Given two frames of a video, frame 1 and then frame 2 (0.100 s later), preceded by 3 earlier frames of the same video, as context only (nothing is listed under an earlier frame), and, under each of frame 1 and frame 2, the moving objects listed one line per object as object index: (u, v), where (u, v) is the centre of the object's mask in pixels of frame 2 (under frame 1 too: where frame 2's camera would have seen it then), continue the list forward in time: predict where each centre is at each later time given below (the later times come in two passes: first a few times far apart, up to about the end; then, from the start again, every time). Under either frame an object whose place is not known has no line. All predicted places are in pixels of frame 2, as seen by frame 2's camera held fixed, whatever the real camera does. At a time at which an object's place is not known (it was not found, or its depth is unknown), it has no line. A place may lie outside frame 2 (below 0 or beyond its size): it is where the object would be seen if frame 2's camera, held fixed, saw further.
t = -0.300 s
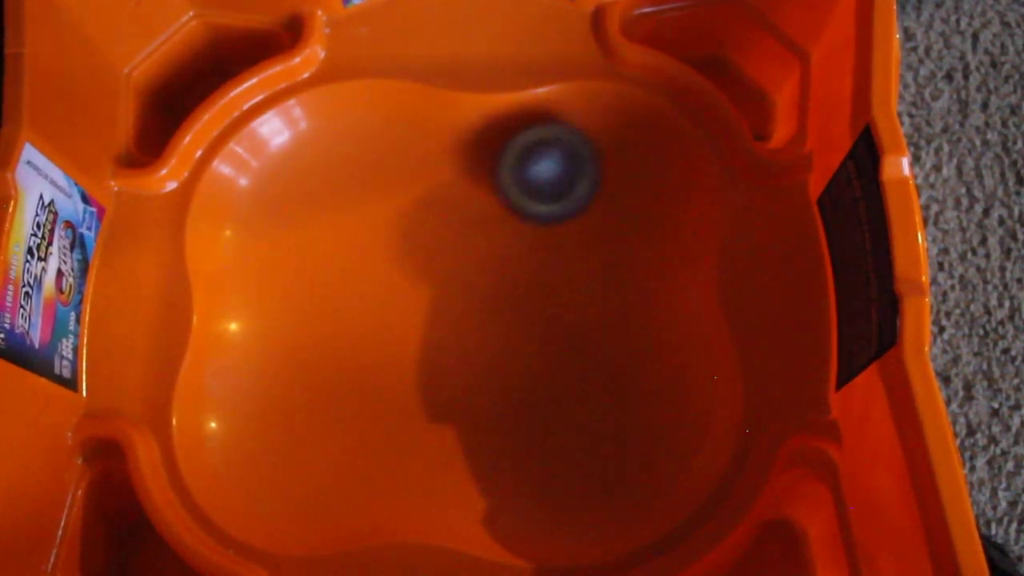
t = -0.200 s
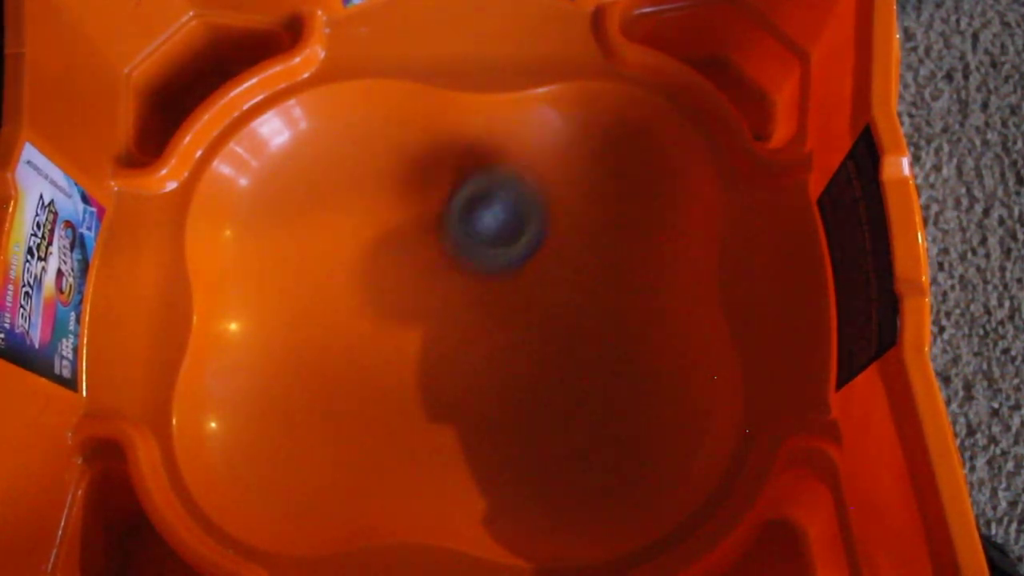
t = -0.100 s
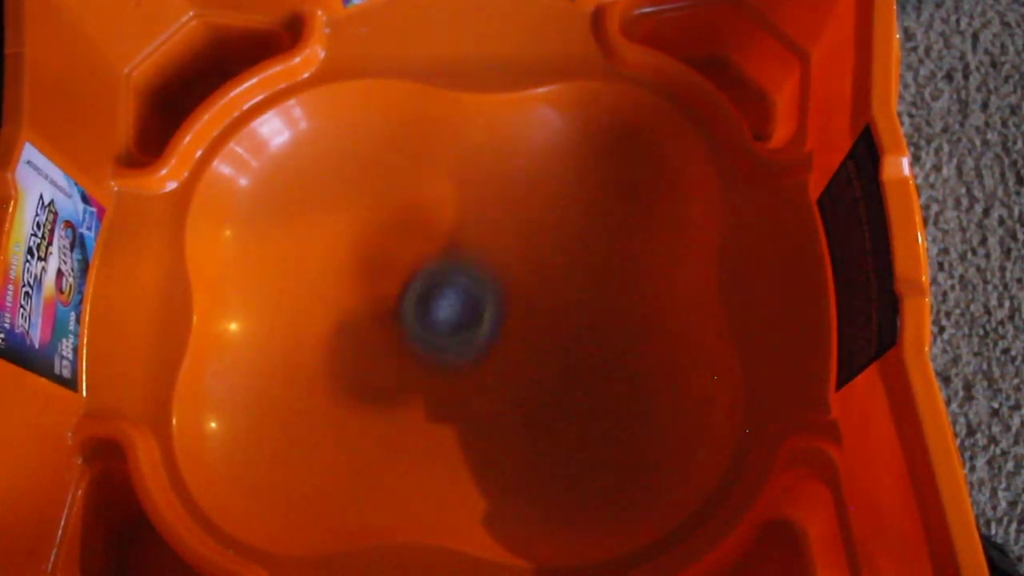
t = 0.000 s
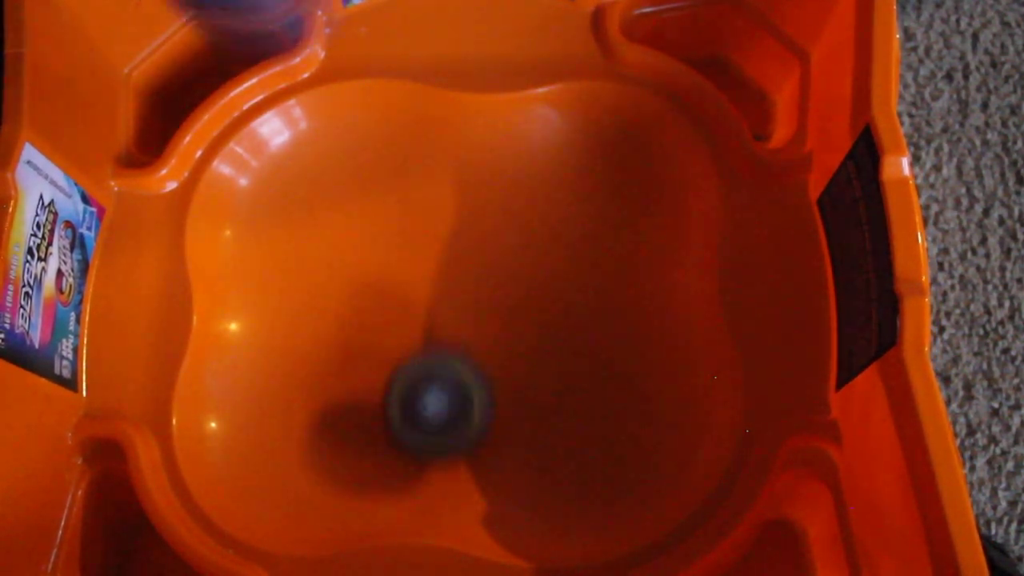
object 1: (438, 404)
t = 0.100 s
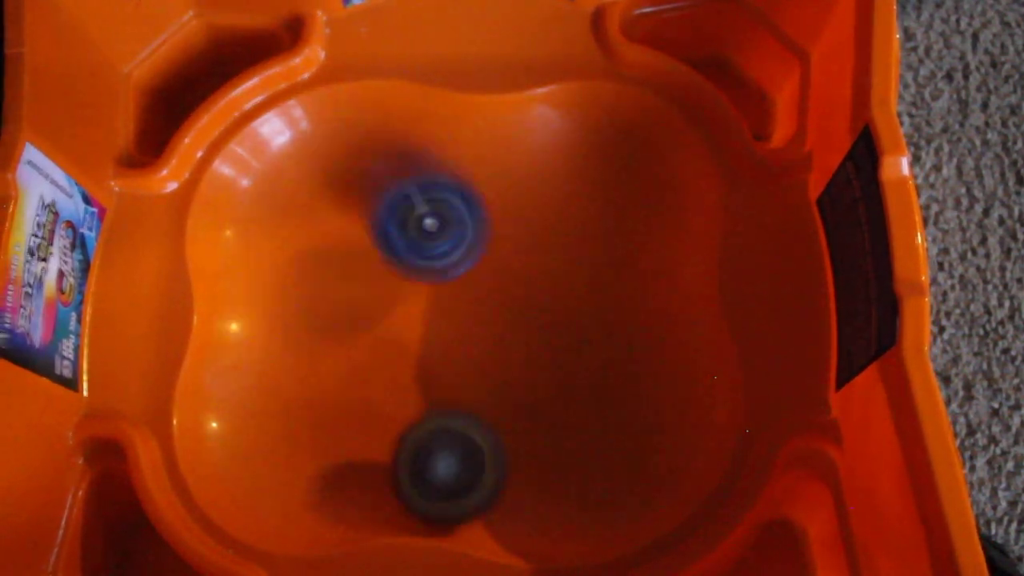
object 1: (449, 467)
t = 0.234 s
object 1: (506, 399)
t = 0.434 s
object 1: (584, 302)
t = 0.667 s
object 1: (579, 162)
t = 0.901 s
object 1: (525, 249)
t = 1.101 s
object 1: (514, 376)
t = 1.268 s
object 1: (561, 448)
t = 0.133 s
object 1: (461, 447)
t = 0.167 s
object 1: (474, 426)
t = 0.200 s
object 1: (489, 409)
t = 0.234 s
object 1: (506, 399)
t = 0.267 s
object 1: (526, 385)
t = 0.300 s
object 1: (545, 366)
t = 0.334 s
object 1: (558, 351)
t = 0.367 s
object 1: (570, 335)
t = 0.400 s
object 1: (577, 316)
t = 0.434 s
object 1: (584, 302)
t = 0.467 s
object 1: (585, 284)
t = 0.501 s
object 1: (585, 268)
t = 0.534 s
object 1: (583, 248)
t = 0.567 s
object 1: (580, 232)
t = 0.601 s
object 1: (583, 204)
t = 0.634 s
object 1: (583, 181)
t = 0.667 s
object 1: (579, 162)
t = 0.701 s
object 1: (572, 151)
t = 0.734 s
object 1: (565, 150)
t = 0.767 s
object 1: (558, 158)
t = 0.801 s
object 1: (550, 176)
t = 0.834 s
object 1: (539, 200)
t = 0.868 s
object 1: (532, 224)
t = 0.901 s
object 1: (525, 249)
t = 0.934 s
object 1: (519, 271)
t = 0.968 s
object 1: (514, 293)
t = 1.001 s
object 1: (512, 315)
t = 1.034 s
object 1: (511, 336)
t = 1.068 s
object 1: (512, 356)
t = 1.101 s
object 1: (514, 376)
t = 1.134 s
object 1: (519, 395)
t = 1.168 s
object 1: (526, 413)
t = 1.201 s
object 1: (536, 429)
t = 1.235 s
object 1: (548, 440)
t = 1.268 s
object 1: (561, 448)
